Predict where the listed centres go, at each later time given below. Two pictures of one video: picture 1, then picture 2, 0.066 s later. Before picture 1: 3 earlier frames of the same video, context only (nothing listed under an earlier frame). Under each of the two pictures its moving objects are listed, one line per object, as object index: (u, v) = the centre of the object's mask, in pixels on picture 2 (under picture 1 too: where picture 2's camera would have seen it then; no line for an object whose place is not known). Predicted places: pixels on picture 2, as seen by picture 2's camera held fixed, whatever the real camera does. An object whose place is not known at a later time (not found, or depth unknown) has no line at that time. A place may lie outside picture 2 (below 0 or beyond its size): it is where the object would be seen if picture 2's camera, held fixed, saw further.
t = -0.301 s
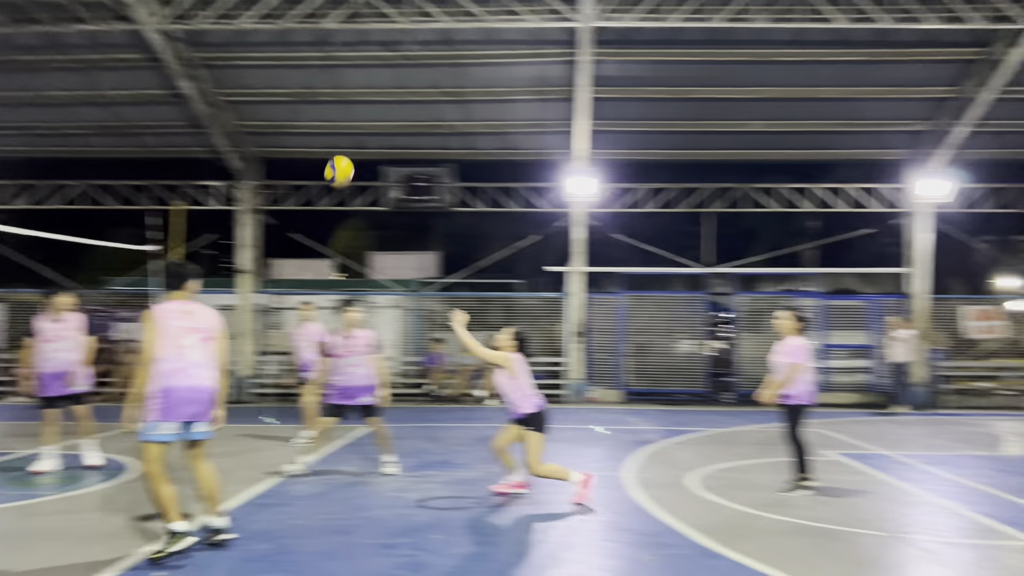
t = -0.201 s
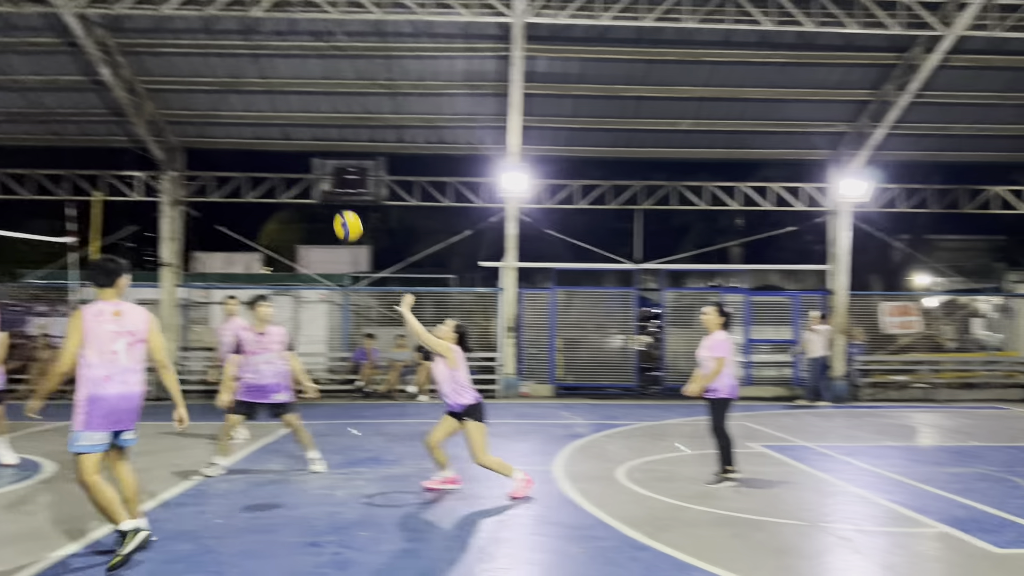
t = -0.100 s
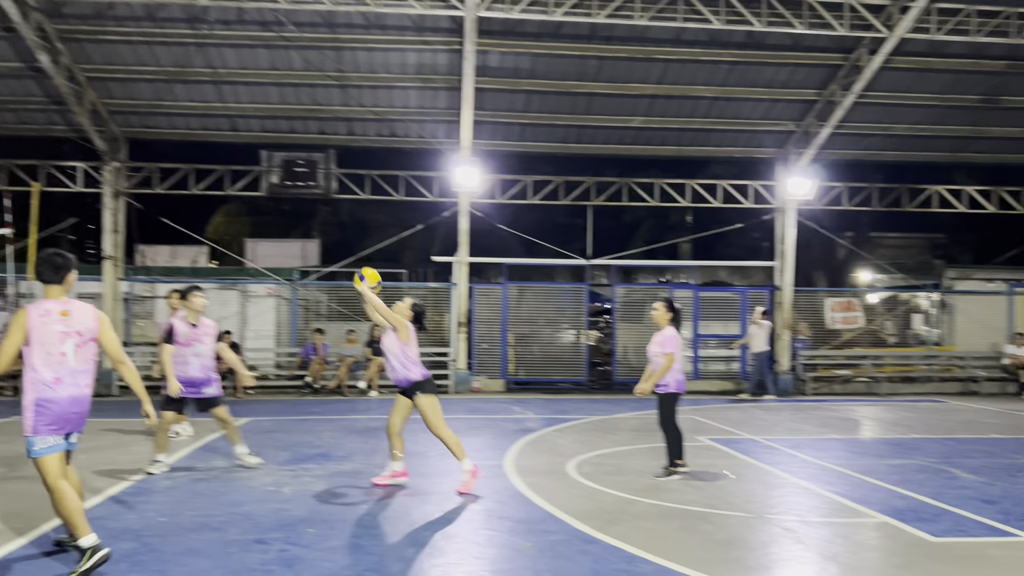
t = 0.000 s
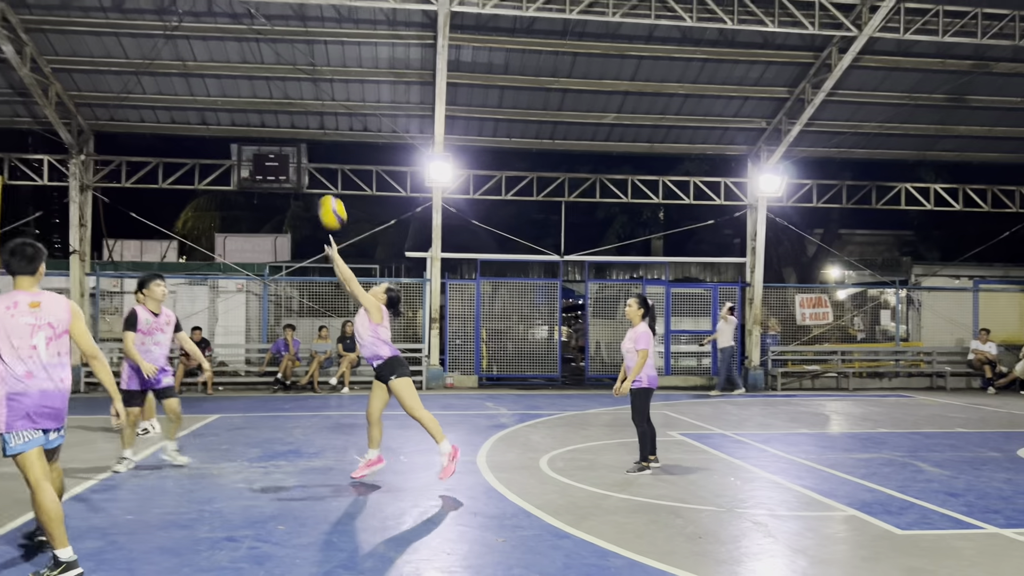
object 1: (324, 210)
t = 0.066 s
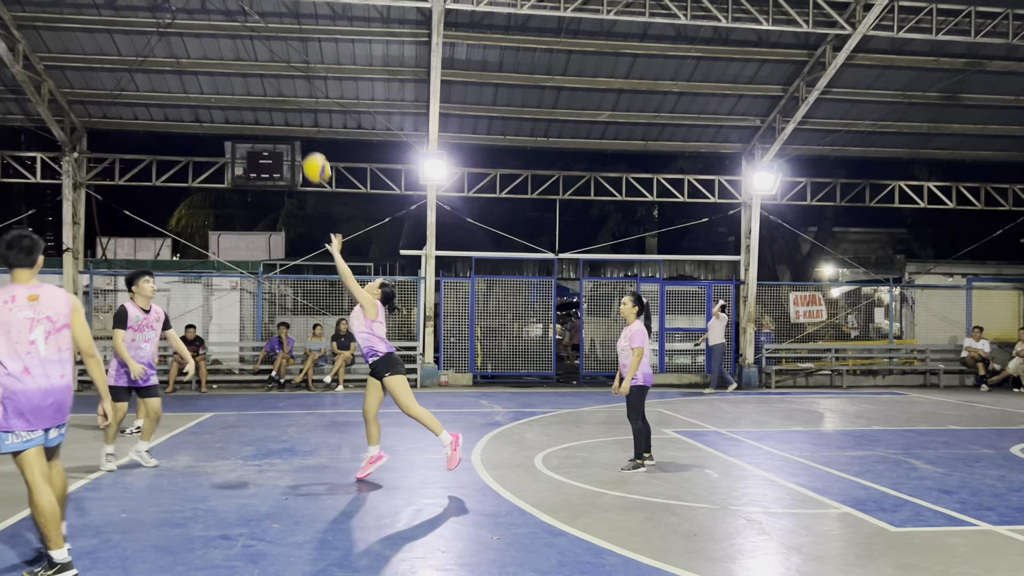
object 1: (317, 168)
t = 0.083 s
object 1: (315, 159)
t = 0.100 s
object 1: (313, 149)
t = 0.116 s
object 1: (310, 142)
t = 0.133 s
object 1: (308, 134)
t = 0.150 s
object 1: (305, 126)
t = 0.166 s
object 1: (302, 119)
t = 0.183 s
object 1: (300, 111)
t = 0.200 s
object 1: (298, 105)
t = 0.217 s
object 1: (296, 98)
